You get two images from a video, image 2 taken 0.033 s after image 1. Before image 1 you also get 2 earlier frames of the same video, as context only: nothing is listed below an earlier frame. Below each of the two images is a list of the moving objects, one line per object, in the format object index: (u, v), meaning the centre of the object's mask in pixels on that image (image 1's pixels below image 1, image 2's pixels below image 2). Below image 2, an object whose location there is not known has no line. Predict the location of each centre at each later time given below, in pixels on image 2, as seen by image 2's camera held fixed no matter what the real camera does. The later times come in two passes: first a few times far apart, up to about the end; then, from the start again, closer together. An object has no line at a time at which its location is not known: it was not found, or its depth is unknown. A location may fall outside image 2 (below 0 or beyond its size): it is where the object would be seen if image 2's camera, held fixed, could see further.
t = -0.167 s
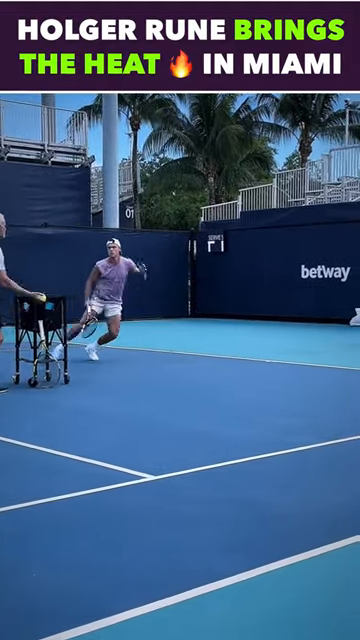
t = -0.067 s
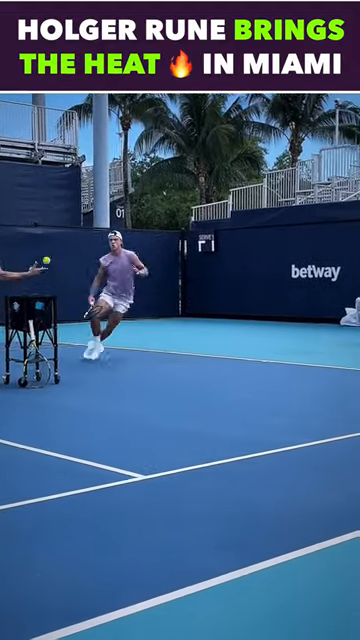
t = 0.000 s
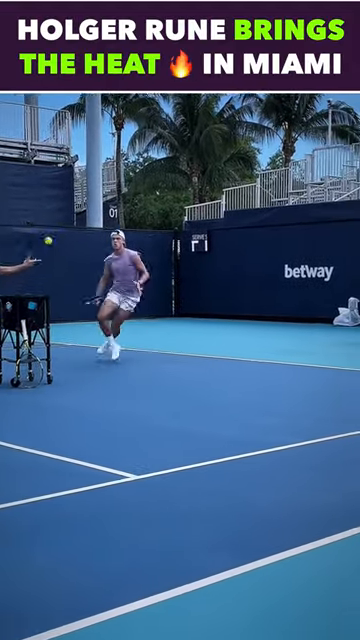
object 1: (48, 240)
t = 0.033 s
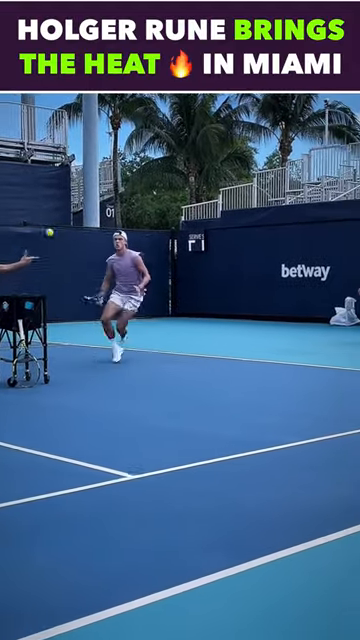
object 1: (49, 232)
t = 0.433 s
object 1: (103, 224)
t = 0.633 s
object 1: (131, 279)
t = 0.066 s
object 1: (54, 225)
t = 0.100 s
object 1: (58, 219)
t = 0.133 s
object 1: (62, 215)
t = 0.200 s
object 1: (71, 209)
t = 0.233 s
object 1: (75, 208)
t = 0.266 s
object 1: (80, 208)
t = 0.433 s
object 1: (103, 224)
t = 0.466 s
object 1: (107, 231)
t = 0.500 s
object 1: (112, 238)
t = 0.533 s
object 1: (117, 247)
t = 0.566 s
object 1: (121, 257)
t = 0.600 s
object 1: (126, 268)
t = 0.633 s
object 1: (131, 279)
